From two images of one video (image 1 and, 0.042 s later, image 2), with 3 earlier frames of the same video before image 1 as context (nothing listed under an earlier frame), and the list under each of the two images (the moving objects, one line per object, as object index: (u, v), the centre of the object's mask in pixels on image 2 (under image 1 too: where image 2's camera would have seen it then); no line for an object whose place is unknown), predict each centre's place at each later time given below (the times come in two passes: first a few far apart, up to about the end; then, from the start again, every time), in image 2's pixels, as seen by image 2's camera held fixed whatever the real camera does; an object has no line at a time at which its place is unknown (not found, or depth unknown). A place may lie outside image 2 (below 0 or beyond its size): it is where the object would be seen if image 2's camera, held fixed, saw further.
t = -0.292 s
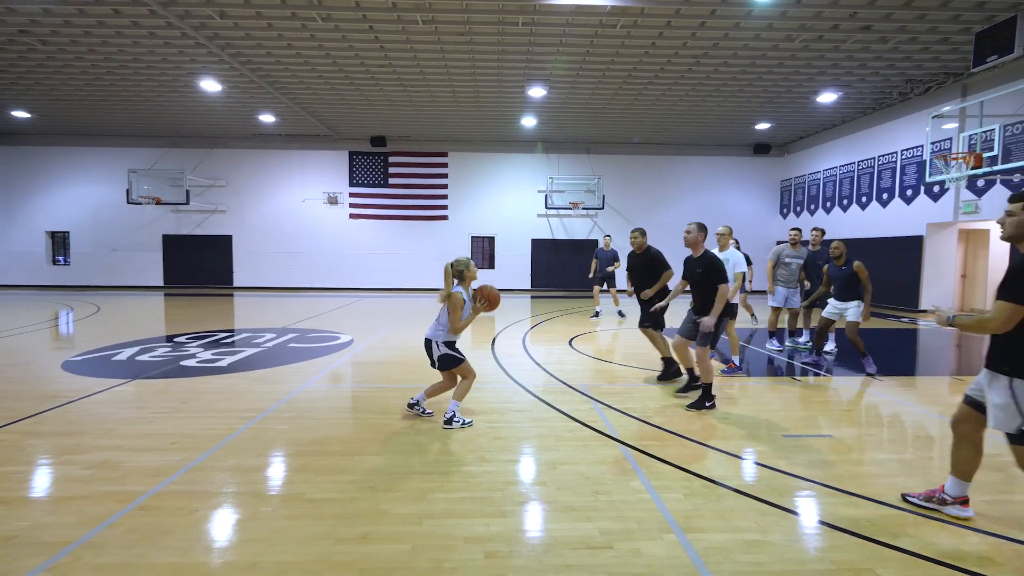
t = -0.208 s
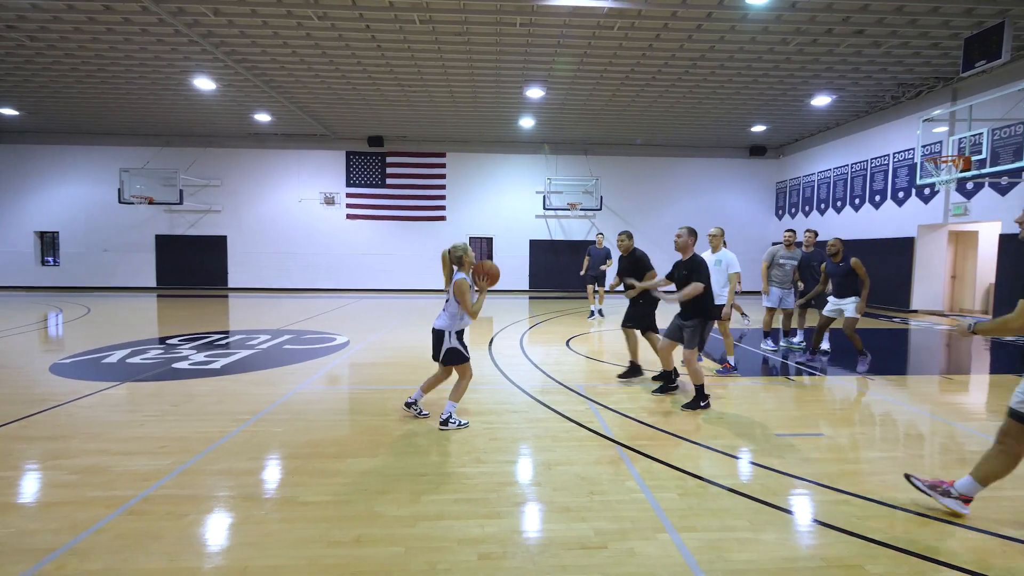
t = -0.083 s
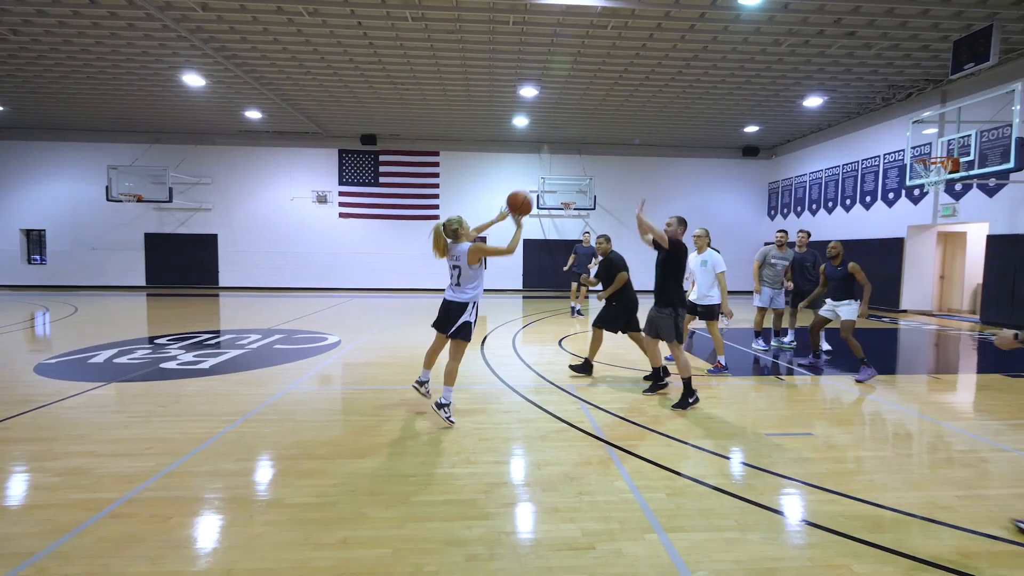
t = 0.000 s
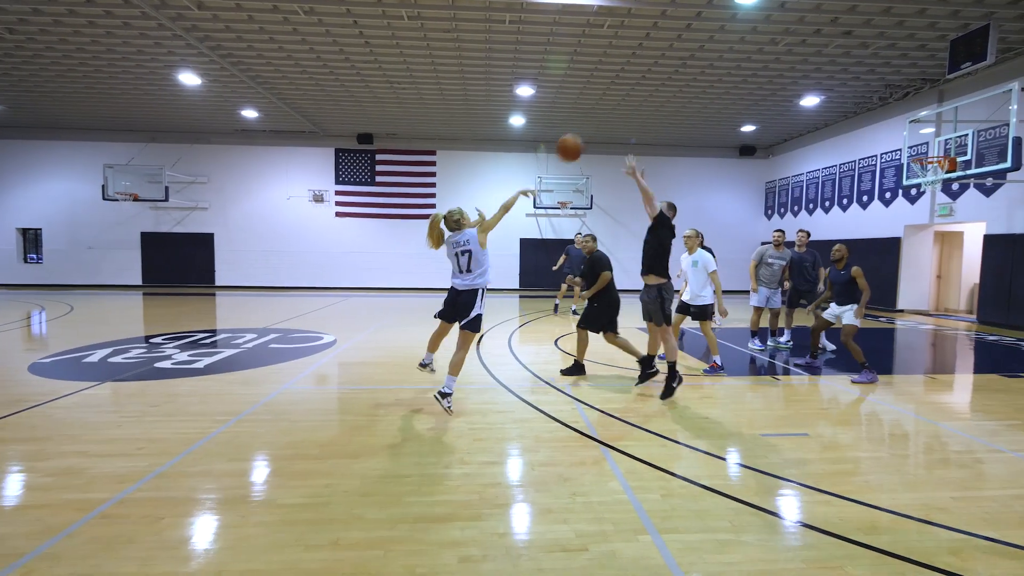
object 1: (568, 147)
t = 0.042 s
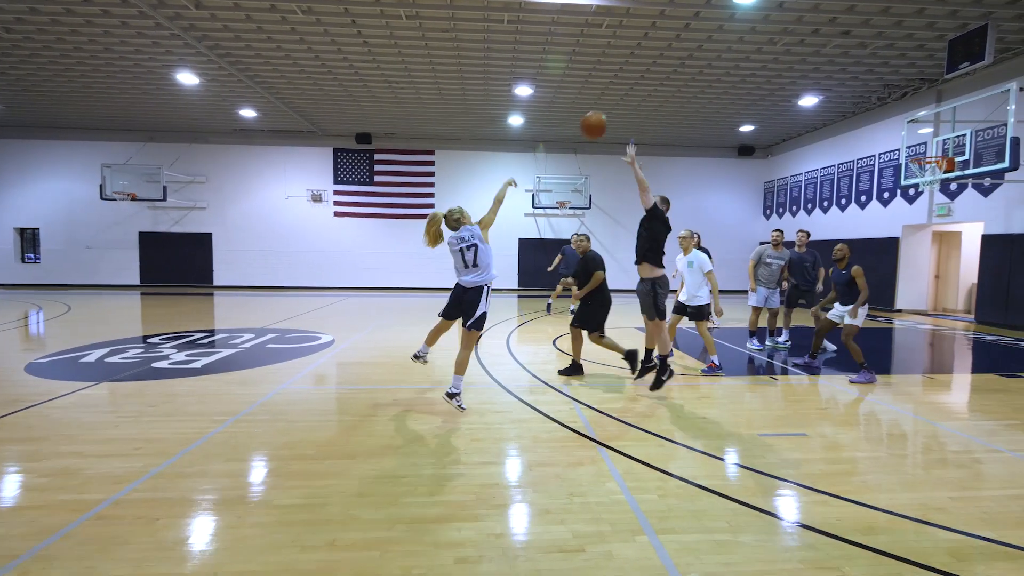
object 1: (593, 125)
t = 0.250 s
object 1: (706, 52)
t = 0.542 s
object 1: (823, 35)
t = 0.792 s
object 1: (897, 73)
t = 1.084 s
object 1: (960, 159)
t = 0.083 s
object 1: (618, 105)
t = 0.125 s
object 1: (642, 88)
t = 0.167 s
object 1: (665, 74)
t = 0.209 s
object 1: (686, 62)
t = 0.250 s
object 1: (706, 52)
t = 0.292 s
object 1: (725, 45)
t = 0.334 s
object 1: (744, 39)
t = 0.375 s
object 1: (762, 34)
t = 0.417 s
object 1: (779, 32)
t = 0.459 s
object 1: (795, 32)
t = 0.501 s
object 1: (810, 33)
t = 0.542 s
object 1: (823, 35)
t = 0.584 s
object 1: (838, 38)
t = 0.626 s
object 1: (850, 43)
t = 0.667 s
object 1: (863, 49)
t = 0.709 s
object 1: (875, 56)
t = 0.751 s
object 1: (886, 65)
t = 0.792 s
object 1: (897, 73)
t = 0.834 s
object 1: (907, 84)
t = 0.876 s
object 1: (917, 94)
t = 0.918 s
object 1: (926, 105)
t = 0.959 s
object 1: (935, 118)
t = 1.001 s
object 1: (944, 131)
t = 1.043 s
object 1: (953, 145)
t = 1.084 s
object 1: (960, 159)
